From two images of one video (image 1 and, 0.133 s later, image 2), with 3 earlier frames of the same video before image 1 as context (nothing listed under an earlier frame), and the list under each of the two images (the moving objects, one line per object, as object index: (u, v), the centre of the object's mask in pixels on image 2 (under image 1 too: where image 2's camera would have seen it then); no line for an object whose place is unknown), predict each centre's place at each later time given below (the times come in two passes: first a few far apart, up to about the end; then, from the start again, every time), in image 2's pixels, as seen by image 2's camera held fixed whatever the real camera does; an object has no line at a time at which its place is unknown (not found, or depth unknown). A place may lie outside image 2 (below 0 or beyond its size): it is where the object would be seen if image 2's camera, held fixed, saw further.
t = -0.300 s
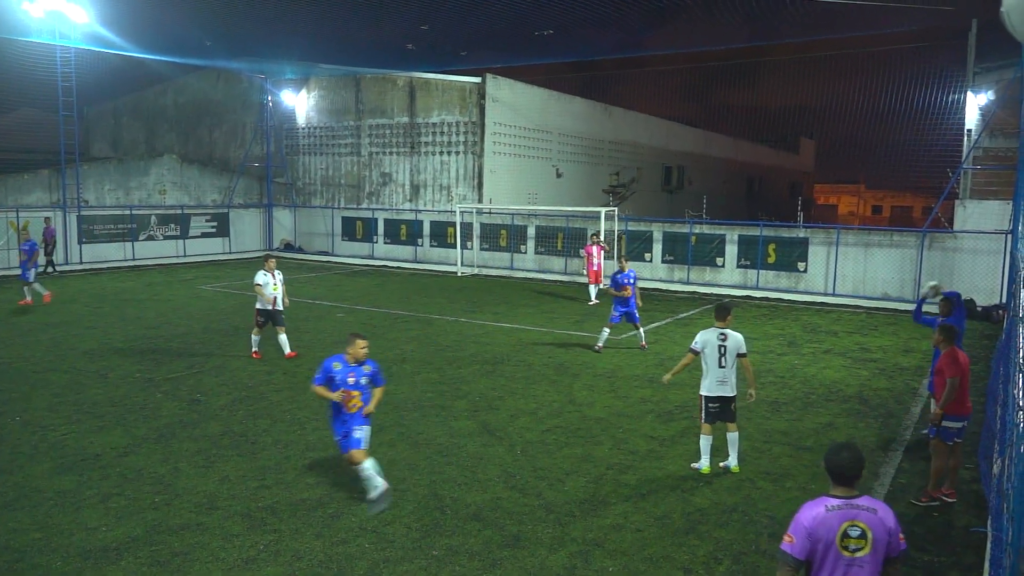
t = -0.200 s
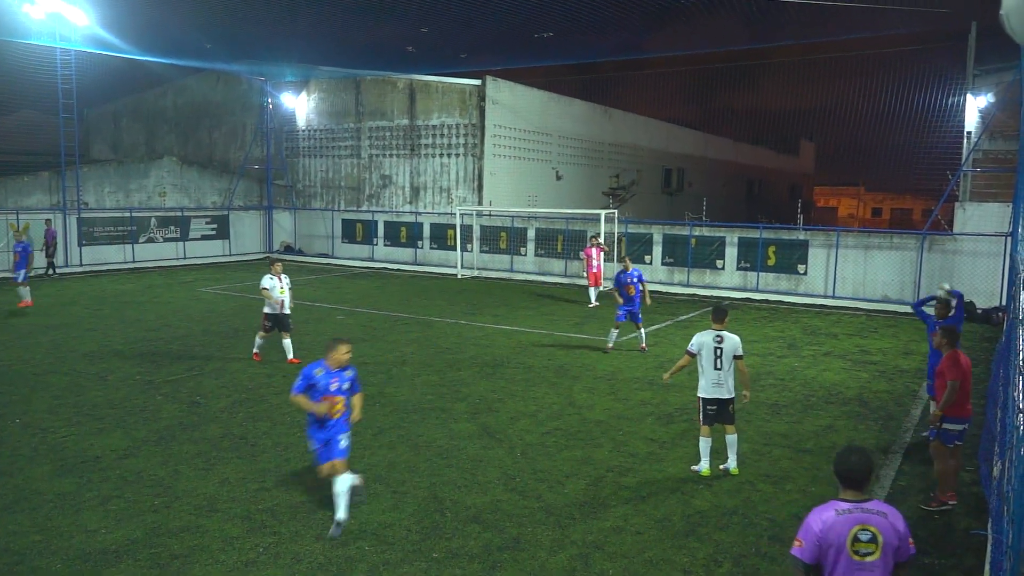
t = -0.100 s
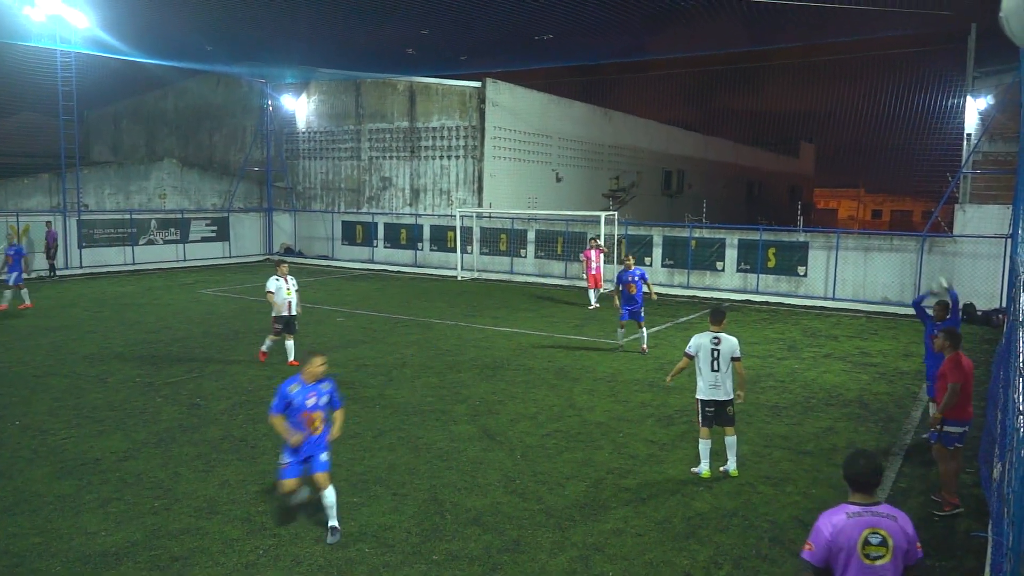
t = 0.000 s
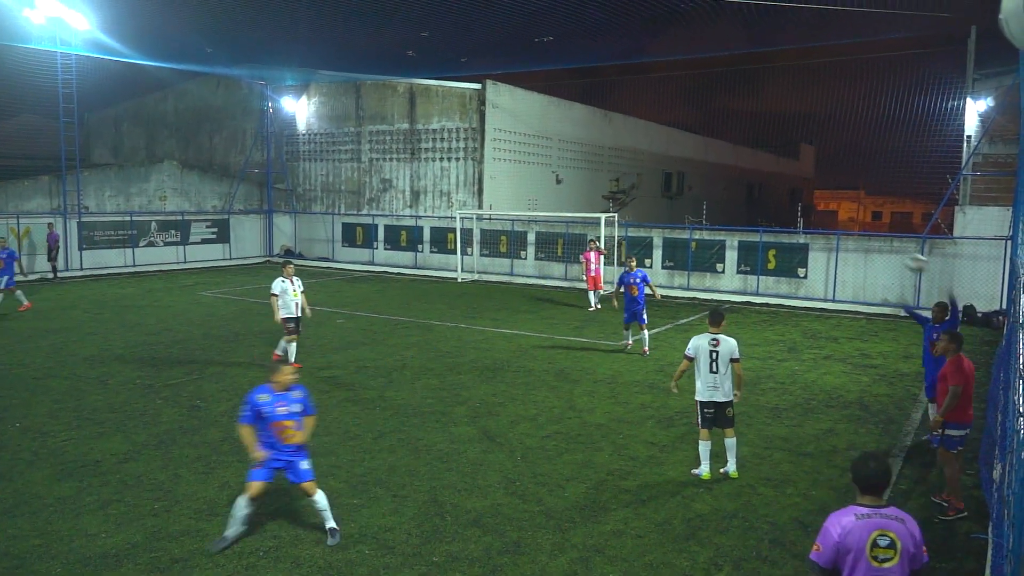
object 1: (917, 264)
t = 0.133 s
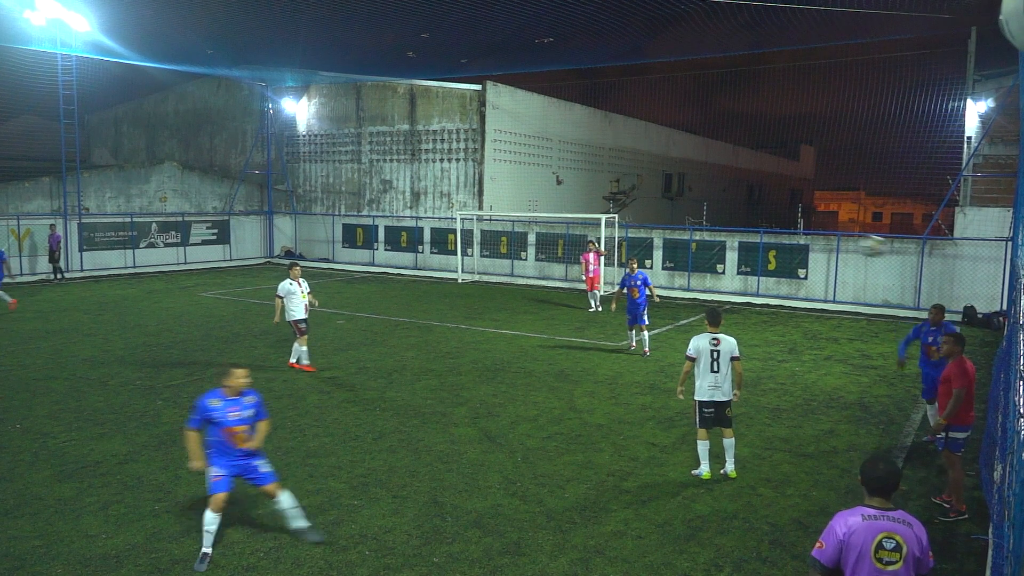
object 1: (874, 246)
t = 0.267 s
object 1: (815, 244)
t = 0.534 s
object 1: (622, 328)
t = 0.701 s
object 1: (408, 500)
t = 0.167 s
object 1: (859, 243)
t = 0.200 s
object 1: (844, 242)
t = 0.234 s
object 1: (830, 242)
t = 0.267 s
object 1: (815, 244)
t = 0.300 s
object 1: (794, 246)
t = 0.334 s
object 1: (778, 250)
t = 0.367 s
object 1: (756, 256)
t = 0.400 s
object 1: (735, 265)
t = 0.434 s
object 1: (710, 276)
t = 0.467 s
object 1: (683, 289)
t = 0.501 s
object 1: (654, 307)
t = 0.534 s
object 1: (622, 328)
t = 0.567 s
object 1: (588, 351)
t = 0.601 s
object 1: (550, 378)
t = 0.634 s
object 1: (507, 412)
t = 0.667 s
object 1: (460, 453)
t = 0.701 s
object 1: (408, 500)
